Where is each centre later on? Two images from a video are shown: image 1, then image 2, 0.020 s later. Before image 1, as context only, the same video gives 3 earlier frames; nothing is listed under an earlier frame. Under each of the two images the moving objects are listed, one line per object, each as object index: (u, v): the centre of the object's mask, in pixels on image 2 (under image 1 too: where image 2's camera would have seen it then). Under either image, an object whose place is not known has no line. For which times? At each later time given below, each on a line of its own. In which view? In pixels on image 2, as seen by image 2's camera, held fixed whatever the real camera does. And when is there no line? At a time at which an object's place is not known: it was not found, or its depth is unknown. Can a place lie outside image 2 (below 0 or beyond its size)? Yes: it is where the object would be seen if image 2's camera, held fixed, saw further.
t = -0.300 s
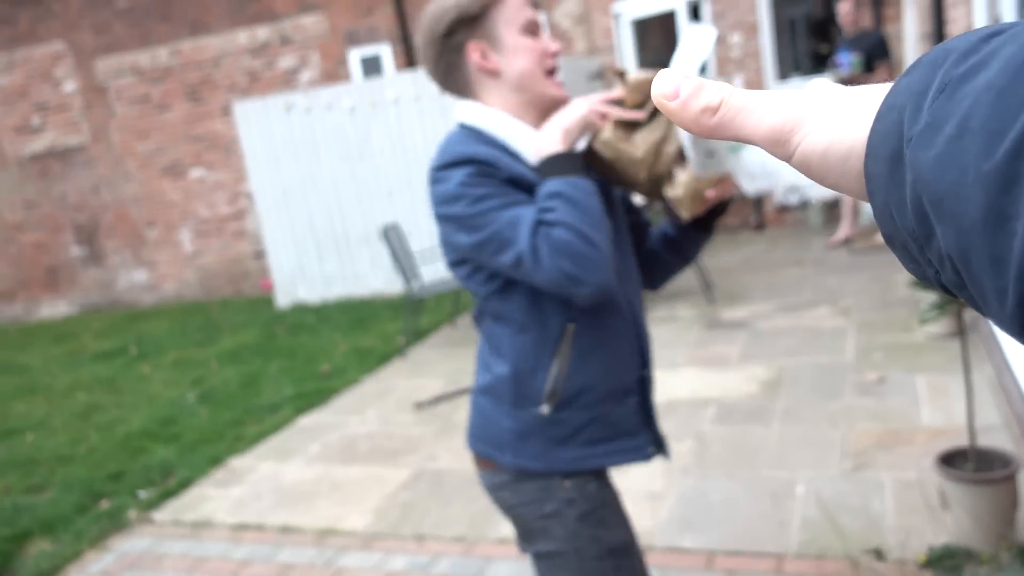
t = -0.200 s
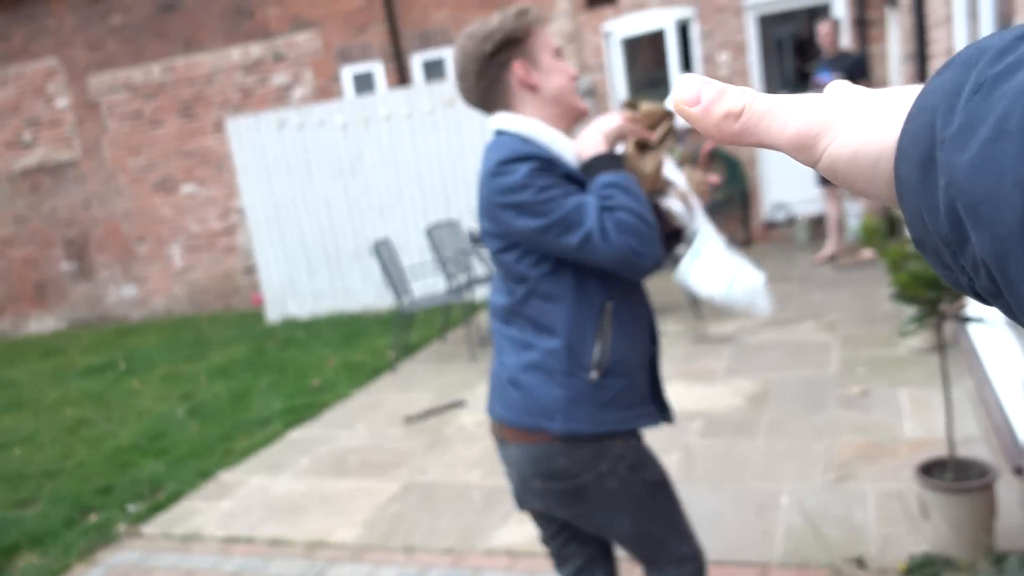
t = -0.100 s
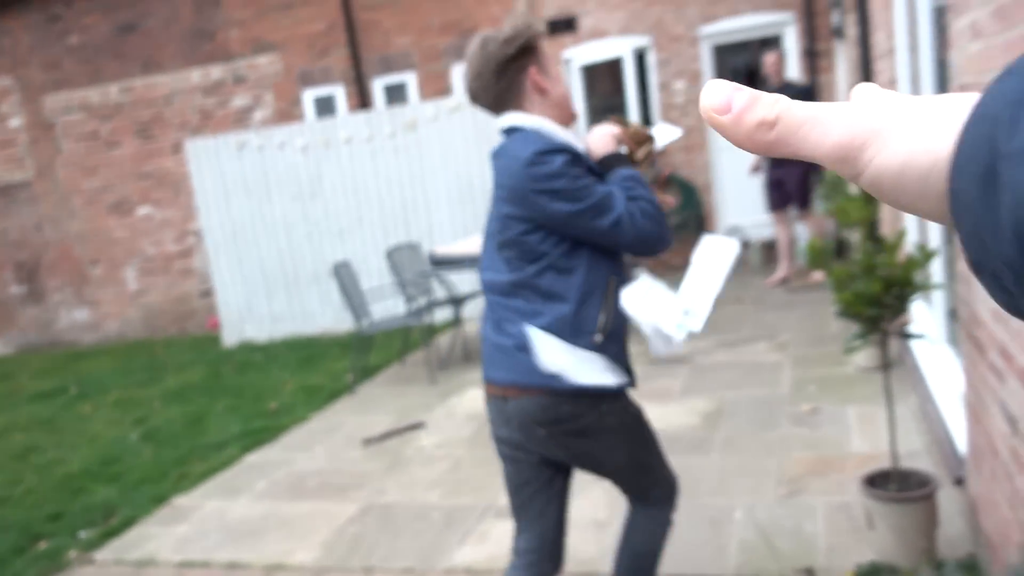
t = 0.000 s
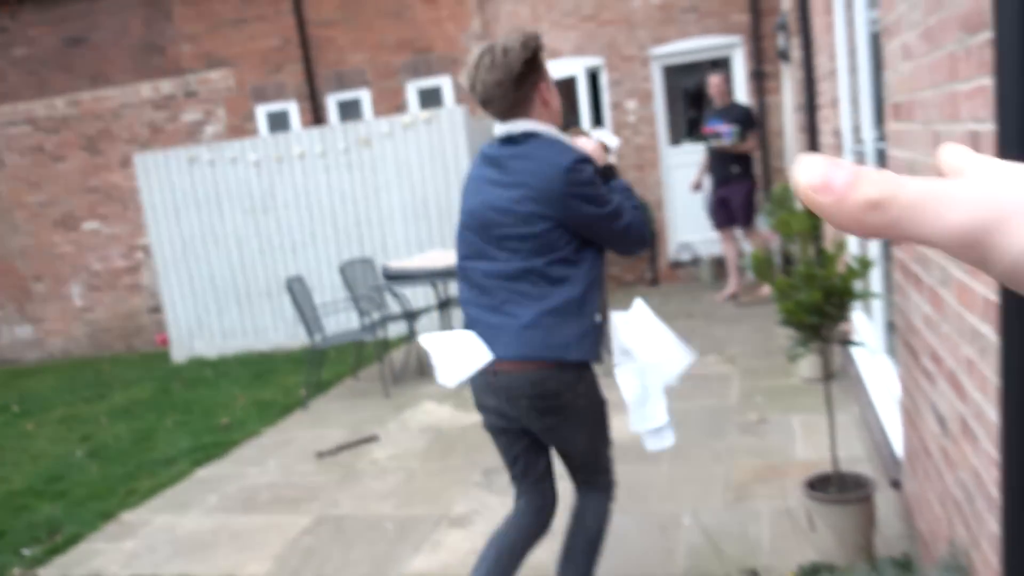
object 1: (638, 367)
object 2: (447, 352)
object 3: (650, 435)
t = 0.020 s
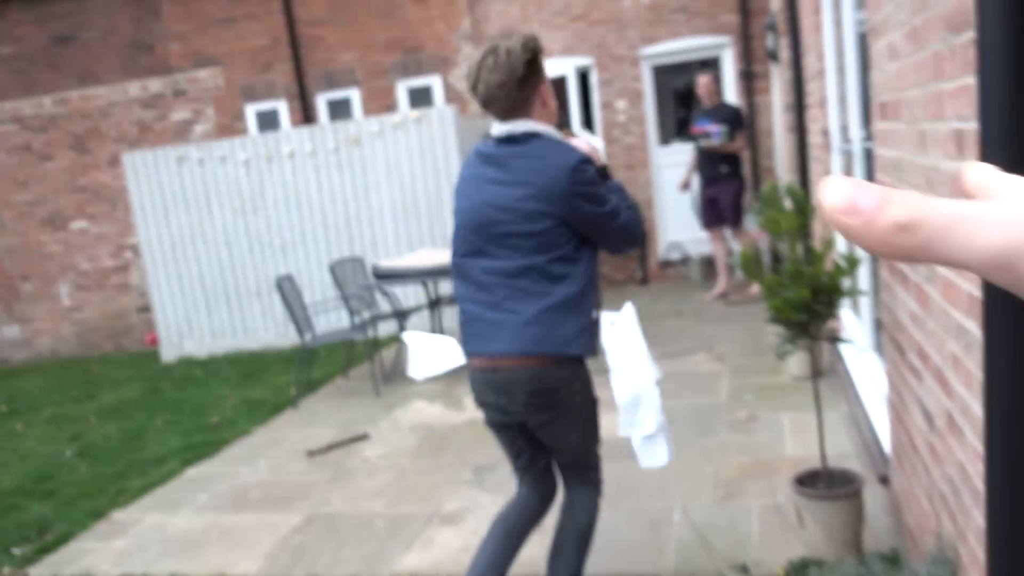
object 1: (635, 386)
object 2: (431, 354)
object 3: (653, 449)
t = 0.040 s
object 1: (634, 400)
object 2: (416, 360)
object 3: (657, 460)
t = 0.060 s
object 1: (638, 417)
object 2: (402, 364)
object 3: (659, 479)
